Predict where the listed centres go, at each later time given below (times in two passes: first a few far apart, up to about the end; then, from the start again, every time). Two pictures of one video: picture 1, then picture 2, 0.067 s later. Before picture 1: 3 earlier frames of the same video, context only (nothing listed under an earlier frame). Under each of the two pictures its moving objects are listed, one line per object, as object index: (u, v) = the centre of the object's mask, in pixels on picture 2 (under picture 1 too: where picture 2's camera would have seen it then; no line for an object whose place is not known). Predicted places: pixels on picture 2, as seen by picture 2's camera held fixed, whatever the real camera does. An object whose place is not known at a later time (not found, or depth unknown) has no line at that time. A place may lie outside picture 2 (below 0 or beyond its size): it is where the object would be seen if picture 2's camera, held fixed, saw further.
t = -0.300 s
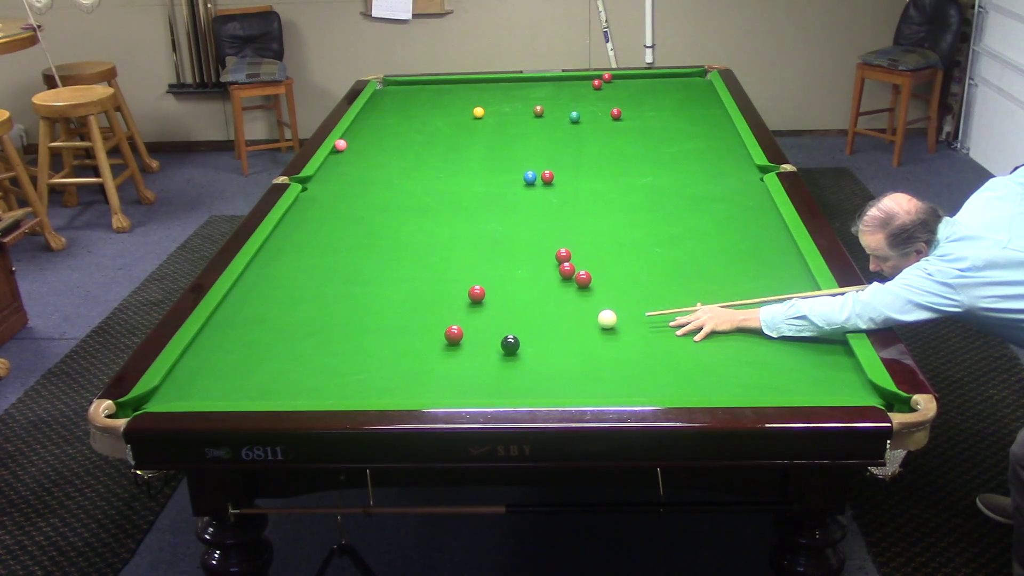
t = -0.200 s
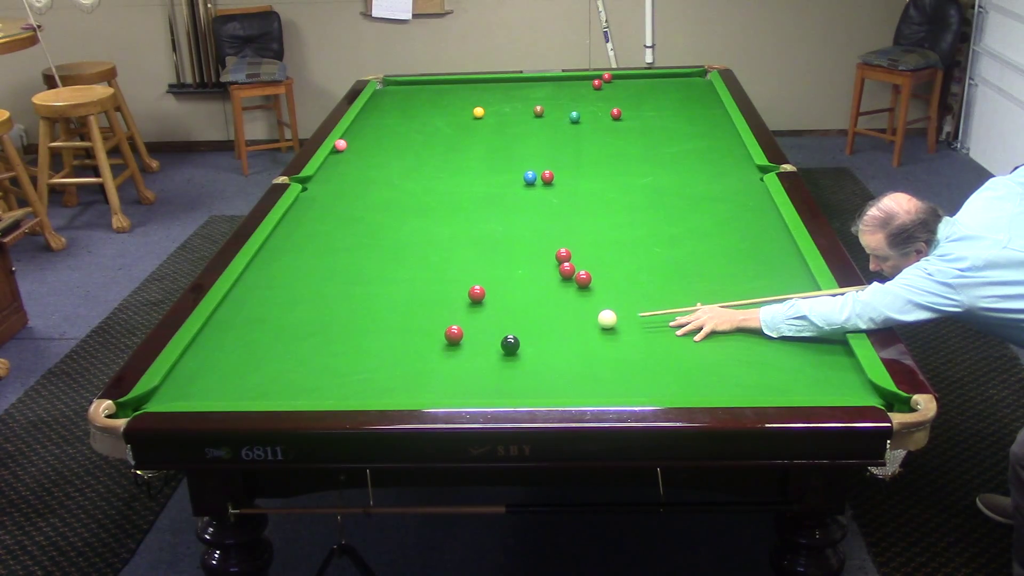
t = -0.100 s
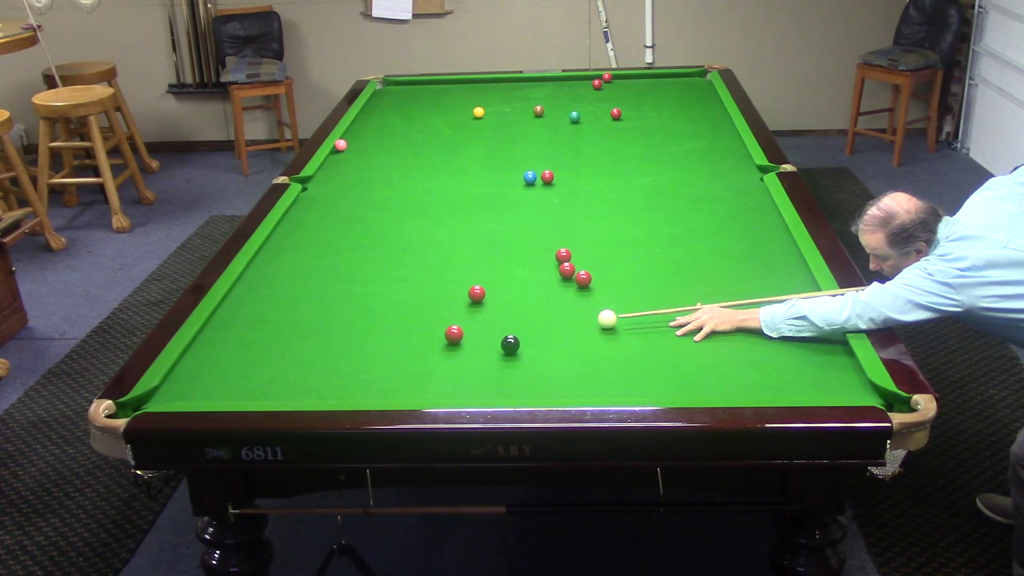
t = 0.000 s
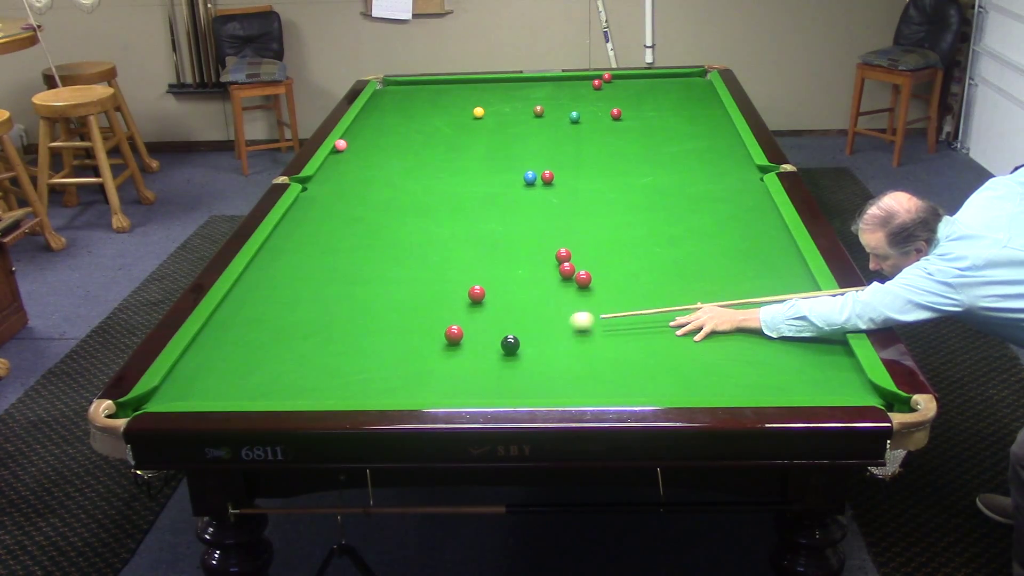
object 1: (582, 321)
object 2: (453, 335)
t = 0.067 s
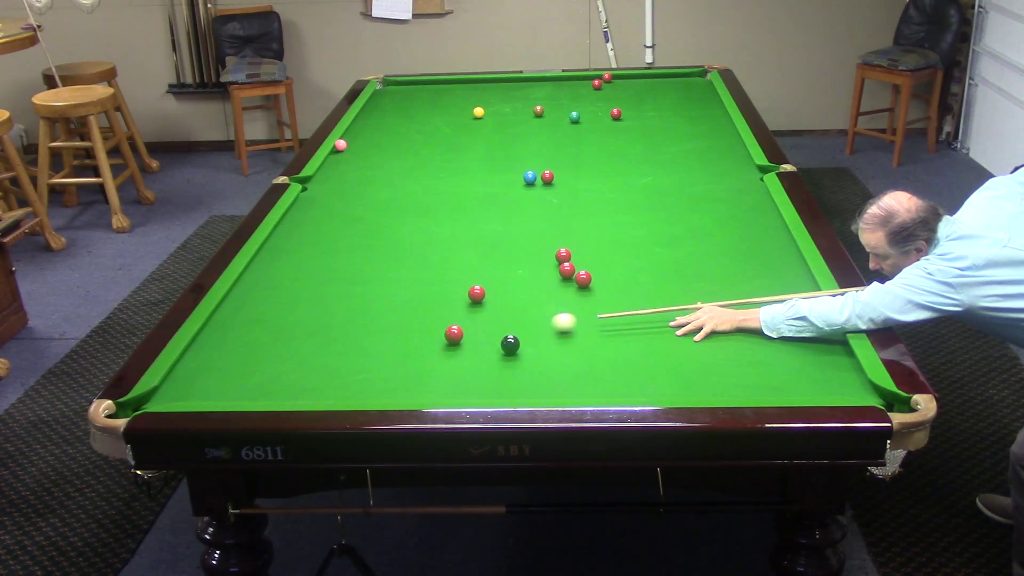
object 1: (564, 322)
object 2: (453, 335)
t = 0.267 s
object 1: (511, 326)
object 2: (453, 335)
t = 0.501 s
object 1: (466, 328)
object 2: (439, 338)
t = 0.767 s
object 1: (445, 324)
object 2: (401, 347)
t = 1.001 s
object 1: (428, 320)
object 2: (369, 354)
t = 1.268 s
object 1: (412, 316)
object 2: (334, 362)
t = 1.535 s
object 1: (397, 313)
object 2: (302, 370)
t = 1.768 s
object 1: (386, 311)
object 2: (275, 375)
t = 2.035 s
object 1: (376, 310)
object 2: (246, 382)
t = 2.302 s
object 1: (367, 308)
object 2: (220, 388)
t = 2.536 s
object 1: (361, 308)
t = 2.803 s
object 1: (356, 307)
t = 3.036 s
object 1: (354, 306)
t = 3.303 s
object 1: (353, 306)
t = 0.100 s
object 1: (555, 323)
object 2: (453, 335)
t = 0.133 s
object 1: (546, 324)
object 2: (453, 335)
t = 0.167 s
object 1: (537, 324)
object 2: (453, 335)
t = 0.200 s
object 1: (528, 325)
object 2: (453, 335)
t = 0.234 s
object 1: (520, 325)
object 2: (453, 335)
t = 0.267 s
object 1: (511, 326)
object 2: (453, 335)
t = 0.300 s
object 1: (502, 327)
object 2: (453, 335)
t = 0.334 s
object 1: (493, 328)
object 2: (453, 335)
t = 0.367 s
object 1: (484, 329)
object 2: (453, 335)
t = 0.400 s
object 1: (476, 329)
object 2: (454, 335)
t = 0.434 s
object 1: (470, 329)
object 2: (450, 335)
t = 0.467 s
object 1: (468, 329)
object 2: (444, 337)
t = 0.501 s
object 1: (466, 328)
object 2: (439, 338)
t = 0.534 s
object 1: (463, 328)
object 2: (434, 339)
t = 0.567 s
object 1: (460, 327)
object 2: (429, 340)
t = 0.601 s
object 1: (457, 326)
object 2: (424, 341)
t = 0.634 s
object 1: (455, 326)
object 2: (419, 343)
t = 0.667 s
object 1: (452, 325)
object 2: (415, 344)
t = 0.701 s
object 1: (450, 325)
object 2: (410, 345)
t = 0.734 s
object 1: (447, 324)
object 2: (405, 346)
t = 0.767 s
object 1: (445, 324)
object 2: (401, 347)
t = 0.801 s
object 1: (442, 323)
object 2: (396, 348)
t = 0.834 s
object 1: (440, 323)
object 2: (391, 349)
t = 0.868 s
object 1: (437, 322)
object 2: (387, 350)
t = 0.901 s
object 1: (435, 321)
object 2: (383, 351)
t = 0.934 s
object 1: (433, 321)
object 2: (378, 352)
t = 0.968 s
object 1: (430, 320)
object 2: (374, 353)
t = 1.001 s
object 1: (428, 320)
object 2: (369, 354)
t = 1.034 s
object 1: (426, 320)
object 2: (365, 355)
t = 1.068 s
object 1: (424, 319)
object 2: (360, 356)
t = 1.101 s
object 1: (422, 319)
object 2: (356, 357)
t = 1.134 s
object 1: (420, 318)
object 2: (352, 358)
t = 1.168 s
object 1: (418, 318)
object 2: (347, 359)
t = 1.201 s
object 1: (415, 317)
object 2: (343, 360)
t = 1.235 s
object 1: (413, 317)
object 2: (339, 361)
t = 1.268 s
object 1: (412, 316)
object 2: (334, 362)
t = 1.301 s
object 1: (410, 316)
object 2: (330, 363)
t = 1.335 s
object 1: (408, 316)
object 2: (326, 364)
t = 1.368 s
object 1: (406, 315)
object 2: (322, 365)
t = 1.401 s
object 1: (404, 315)
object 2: (318, 366)
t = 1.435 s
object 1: (402, 315)
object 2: (314, 367)
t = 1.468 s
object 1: (401, 314)
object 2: (310, 368)
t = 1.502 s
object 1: (399, 314)
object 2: (306, 369)
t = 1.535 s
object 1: (397, 313)
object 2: (302, 370)
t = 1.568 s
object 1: (396, 313)
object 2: (298, 370)
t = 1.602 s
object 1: (394, 313)
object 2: (294, 371)
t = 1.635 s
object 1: (392, 313)
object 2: (290, 372)
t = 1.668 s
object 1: (391, 312)
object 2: (286, 373)
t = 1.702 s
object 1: (390, 312)
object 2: (283, 374)
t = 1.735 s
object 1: (388, 312)
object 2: (279, 375)
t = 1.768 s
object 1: (386, 311)
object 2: (275, 375)
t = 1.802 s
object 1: (385, 311)
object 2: (271, 377)
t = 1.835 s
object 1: (384, 311)
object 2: (267, 377)
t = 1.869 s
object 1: (382, 311)
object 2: (264, 378)
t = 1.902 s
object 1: (381, 310)
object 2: (260, 379)
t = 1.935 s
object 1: (380, 310)
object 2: (257, 379)
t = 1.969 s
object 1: (378, 310)
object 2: (253, 380)
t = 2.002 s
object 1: (377, 310)
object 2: (250, 381)
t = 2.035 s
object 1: (376, 310)
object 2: (246, 382)
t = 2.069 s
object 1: (375, 309)
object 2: (243, 382)
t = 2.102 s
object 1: (374, 309)
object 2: (240, 383)
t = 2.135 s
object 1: (372, 309)
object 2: (236, 384)
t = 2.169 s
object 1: (371, 309)
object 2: (233, 385)
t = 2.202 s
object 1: (370, 309)
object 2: (230, 385)
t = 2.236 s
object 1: (369, 309)
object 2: (226, 386)
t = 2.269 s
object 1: (368, 309)
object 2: (223, 387)
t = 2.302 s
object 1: (367, 308)
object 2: (220, 388)
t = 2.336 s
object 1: (366, 308)
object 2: (217, 388)
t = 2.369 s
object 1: (365, 308)
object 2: (214, 389)
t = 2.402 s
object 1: (364, 308)
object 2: (211, 390)
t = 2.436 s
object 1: (364, 308)
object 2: (208, 390)
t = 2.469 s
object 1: (363, 308)
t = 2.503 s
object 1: (362, 308)
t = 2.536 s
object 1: (361, 308)
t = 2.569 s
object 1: (360, 307)
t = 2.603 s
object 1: (360, 307)
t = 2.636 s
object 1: (359, 307)
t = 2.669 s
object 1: (358, 307)
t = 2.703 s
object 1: (358, 307)
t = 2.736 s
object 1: (357, 307)
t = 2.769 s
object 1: (357, 307)
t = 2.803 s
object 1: (356, 307)
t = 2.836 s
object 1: (356, 307)
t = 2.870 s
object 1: (356, 307)
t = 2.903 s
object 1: (355, 306)
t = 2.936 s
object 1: (355, 306)
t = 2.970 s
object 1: (355, 306)
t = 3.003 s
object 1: (354, 306)
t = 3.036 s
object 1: (354, 306)
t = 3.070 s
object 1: (354, 306)
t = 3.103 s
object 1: (354, 306)
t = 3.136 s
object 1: (353, 306)
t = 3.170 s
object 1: (353, 306)
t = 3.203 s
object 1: (353, 306)
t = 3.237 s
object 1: (353, 306)
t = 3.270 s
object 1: (353, 306)
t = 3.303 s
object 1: (353, 306)
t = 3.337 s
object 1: (353, 306)
